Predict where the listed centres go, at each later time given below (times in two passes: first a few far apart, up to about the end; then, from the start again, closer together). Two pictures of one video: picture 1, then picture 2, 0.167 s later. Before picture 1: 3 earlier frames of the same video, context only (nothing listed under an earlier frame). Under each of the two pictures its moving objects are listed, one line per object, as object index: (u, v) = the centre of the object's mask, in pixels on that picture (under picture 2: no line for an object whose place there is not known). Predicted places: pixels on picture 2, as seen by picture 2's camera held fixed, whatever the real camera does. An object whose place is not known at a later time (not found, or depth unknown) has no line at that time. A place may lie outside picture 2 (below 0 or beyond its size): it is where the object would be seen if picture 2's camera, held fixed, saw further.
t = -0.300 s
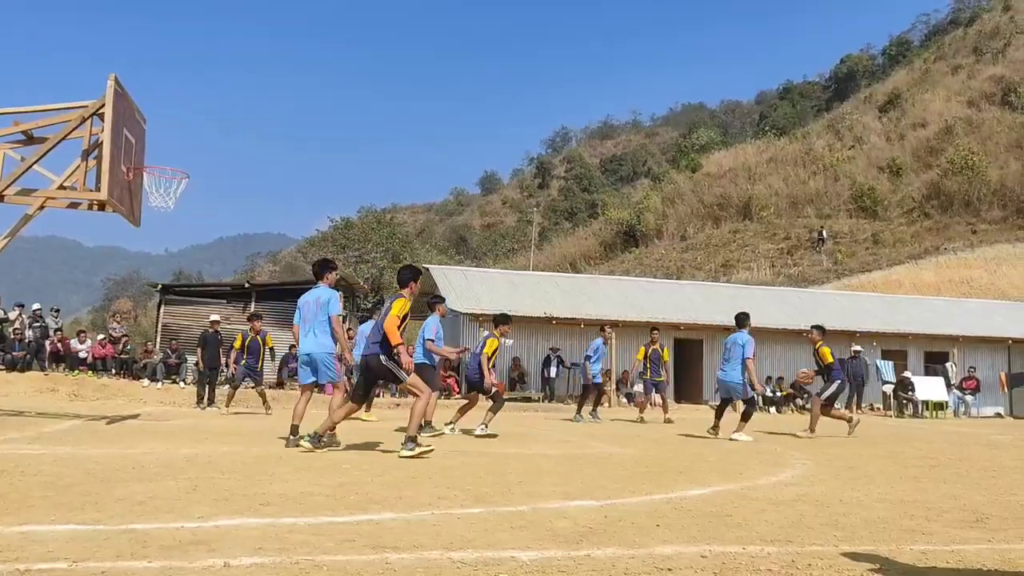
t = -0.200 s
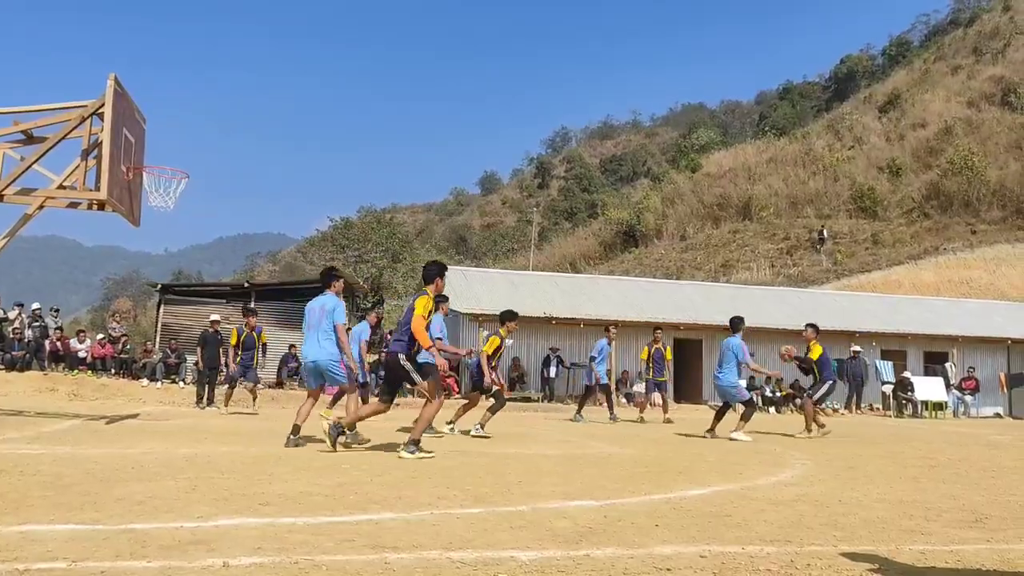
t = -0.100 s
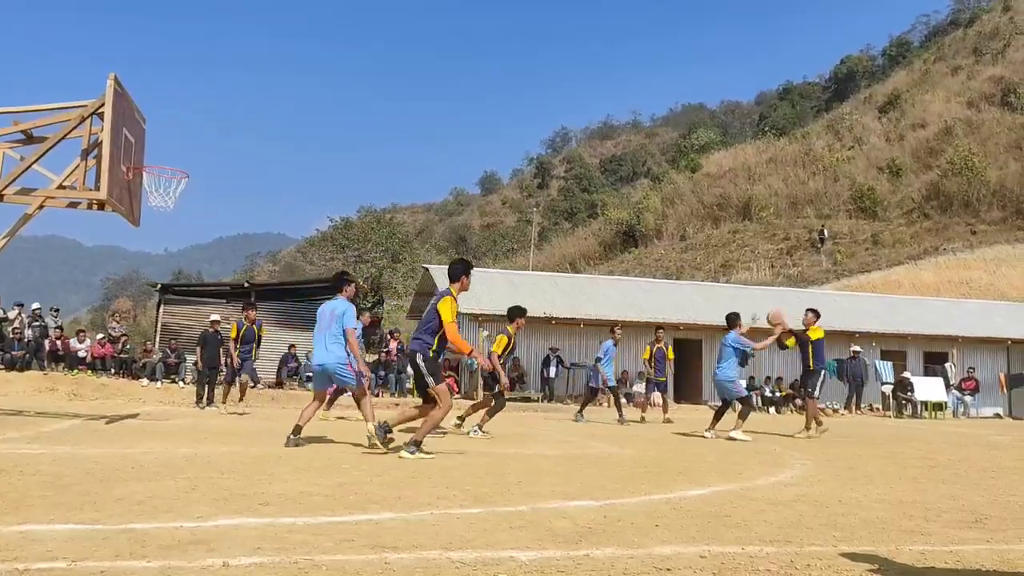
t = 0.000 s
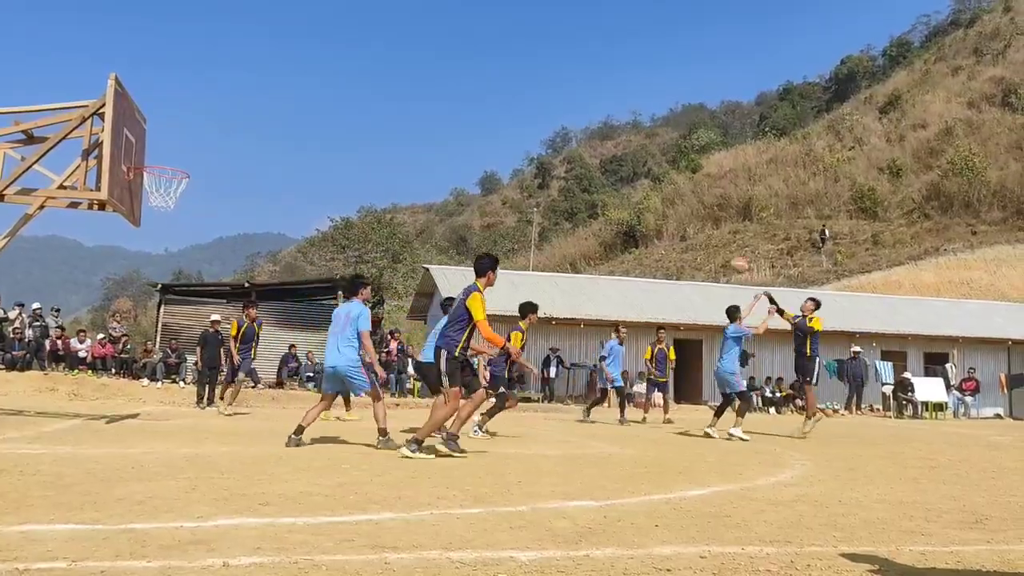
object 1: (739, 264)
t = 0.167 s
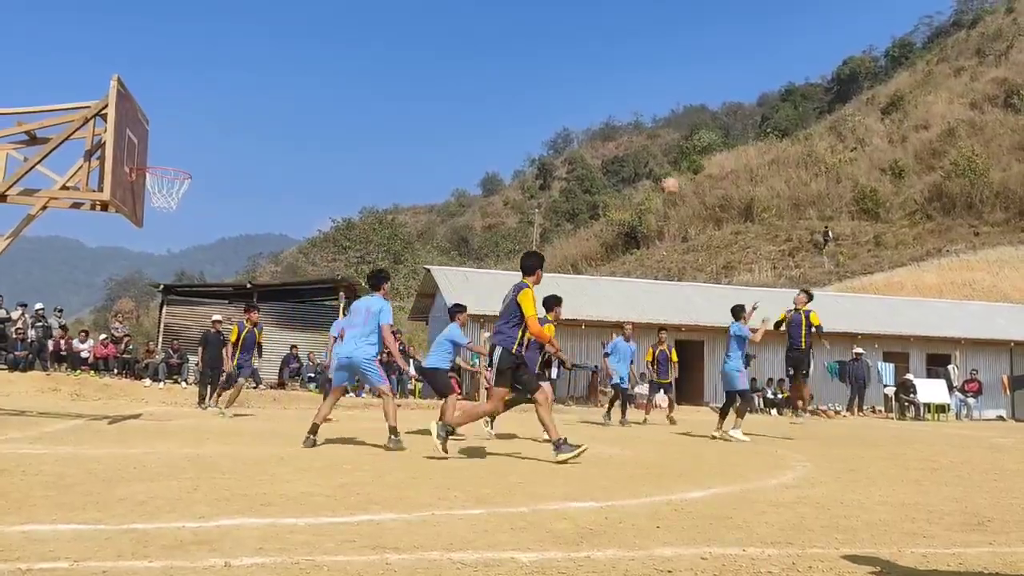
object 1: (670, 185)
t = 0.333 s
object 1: (596, 122)
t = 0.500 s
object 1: (521, 75)
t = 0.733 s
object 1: (410, 40)
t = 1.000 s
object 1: (271, 50)
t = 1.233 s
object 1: (151, 109)
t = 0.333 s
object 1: (596, 122)
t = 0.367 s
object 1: (581, 111)
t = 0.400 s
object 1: (566, 101)
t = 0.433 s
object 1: (552, 91)
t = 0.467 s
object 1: (536, 83)
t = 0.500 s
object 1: (521, 75)
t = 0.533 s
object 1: (505, 67)
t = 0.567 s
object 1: (490, 61)
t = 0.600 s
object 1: (474, 55)
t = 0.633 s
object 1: (458, 50)
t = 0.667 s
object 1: (442, 46)
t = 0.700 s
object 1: (426, 42)
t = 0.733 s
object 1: (410, 40)
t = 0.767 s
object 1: (393, 38)
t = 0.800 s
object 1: (376, 36)
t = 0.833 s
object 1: (360, 36)
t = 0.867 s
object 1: (342, 38)
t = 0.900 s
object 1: (325, 39)
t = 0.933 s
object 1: (307, 42)
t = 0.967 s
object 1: (289, 45)
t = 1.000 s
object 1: (271, 50)
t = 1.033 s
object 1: (252, 55)
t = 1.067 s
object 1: (234, 62)
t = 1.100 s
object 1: (215, 69)
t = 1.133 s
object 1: (195, 78)
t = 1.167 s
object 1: (176, 88)
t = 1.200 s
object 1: (156, 98)
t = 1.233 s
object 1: (151, 109)
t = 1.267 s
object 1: (165, 120)
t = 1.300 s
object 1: (181, 133)
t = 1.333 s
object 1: (197, 146)
